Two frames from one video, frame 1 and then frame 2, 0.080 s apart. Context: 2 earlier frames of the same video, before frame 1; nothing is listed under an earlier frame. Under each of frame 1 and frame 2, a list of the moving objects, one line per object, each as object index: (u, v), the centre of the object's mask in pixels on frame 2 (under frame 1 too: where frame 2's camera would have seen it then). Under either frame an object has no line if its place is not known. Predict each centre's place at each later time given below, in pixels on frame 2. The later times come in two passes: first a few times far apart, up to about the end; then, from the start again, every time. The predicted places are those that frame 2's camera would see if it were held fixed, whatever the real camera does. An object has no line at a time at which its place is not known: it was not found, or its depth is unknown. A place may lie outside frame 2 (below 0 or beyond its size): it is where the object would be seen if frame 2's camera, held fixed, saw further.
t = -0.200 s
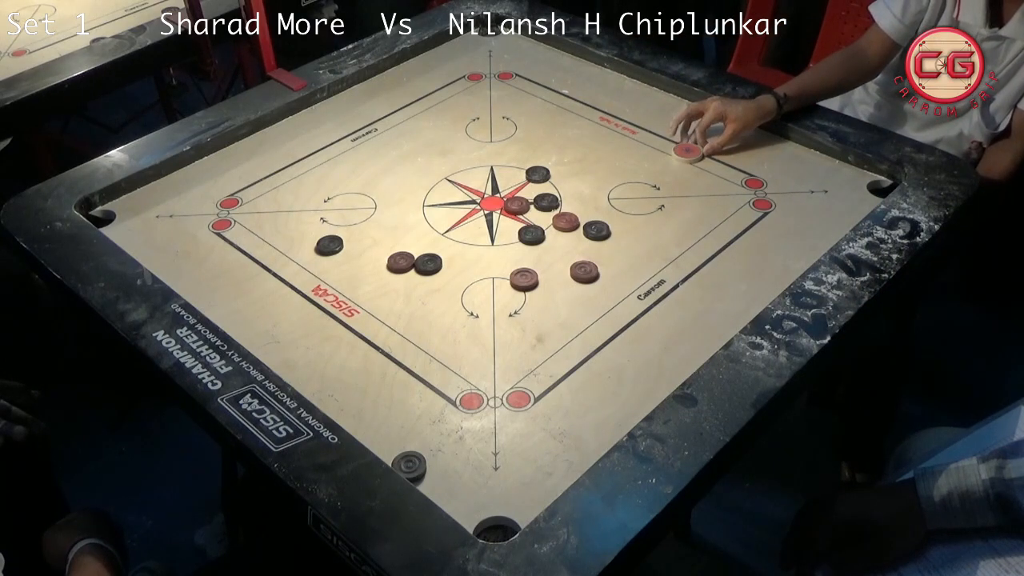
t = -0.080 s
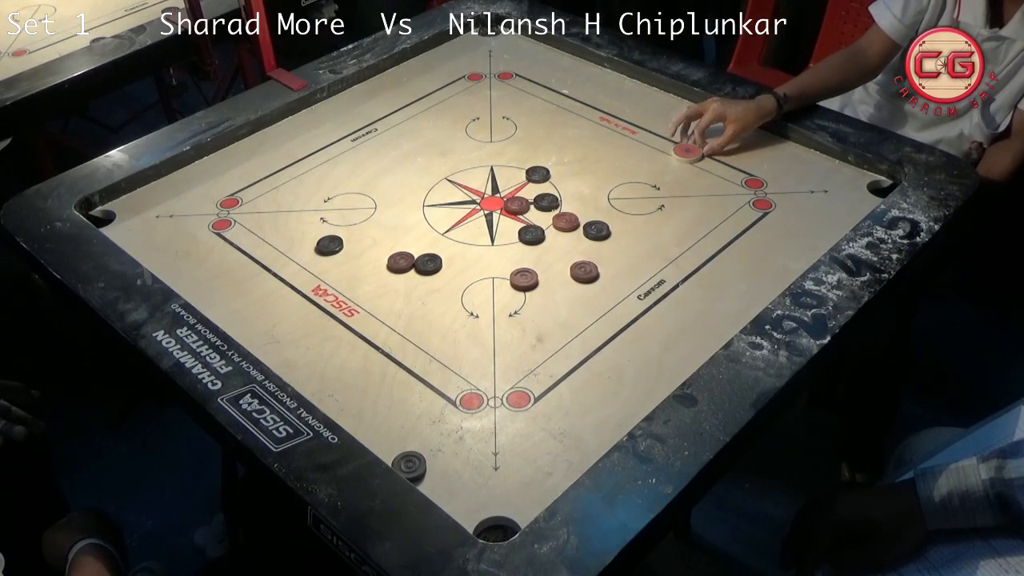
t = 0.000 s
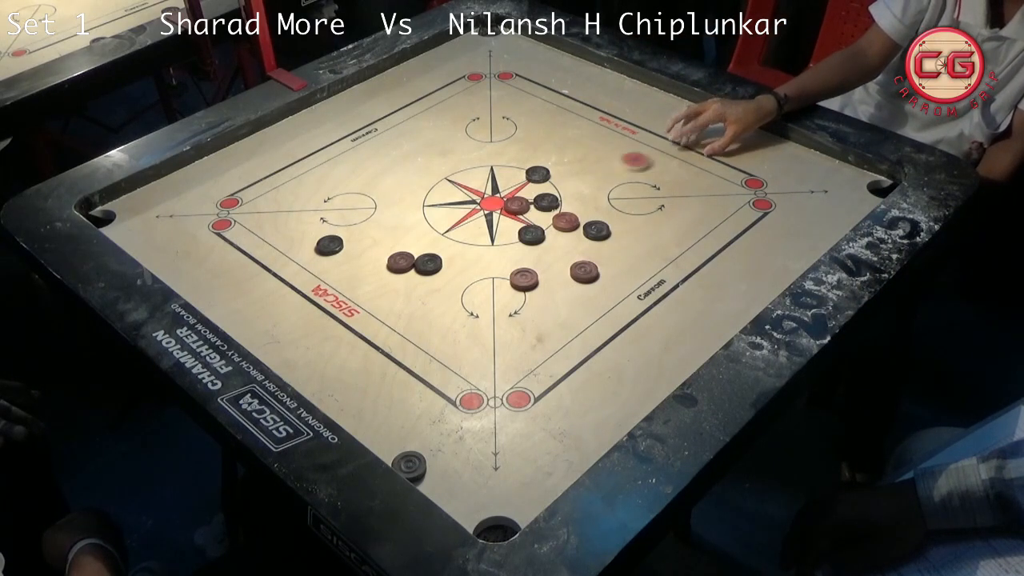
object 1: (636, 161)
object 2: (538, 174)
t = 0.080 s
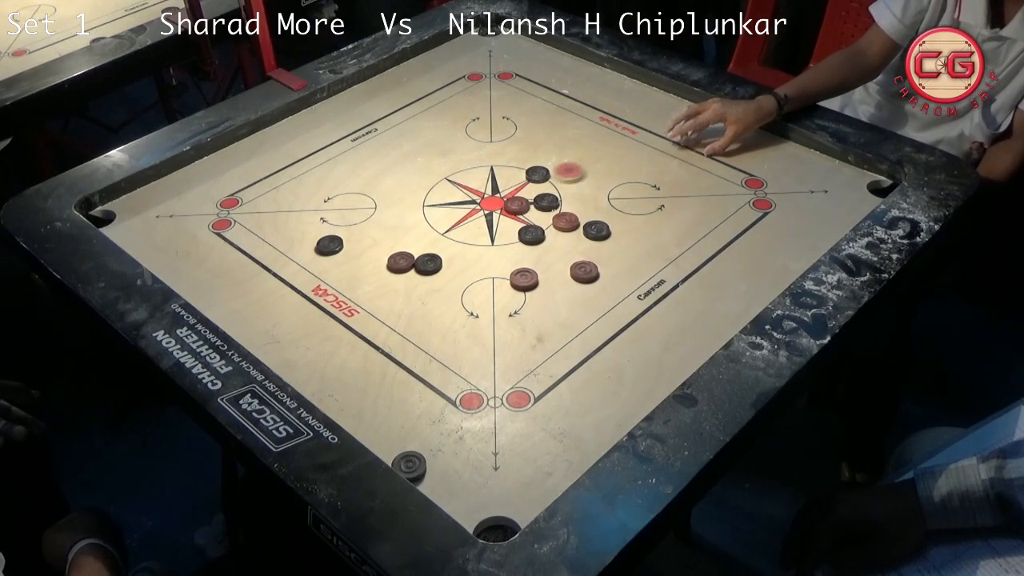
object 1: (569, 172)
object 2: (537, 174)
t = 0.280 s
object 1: (502, 186)
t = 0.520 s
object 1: (467, 193)
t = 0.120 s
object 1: (552, 176)
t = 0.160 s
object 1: (538, 178)
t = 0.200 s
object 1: (525, 181)
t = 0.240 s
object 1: (512, 184)
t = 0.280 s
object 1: (502, 186)
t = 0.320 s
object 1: (492, 188)
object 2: (302, 199)
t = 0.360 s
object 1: (484, 189)
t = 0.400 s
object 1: (478, 191)
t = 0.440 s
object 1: (473, 192)
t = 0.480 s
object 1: (469, 192)
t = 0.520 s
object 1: (467, 193)
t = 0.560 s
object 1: (465, 193)
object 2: (133, 217)
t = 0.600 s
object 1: (465, 193)
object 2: (113, 218)
